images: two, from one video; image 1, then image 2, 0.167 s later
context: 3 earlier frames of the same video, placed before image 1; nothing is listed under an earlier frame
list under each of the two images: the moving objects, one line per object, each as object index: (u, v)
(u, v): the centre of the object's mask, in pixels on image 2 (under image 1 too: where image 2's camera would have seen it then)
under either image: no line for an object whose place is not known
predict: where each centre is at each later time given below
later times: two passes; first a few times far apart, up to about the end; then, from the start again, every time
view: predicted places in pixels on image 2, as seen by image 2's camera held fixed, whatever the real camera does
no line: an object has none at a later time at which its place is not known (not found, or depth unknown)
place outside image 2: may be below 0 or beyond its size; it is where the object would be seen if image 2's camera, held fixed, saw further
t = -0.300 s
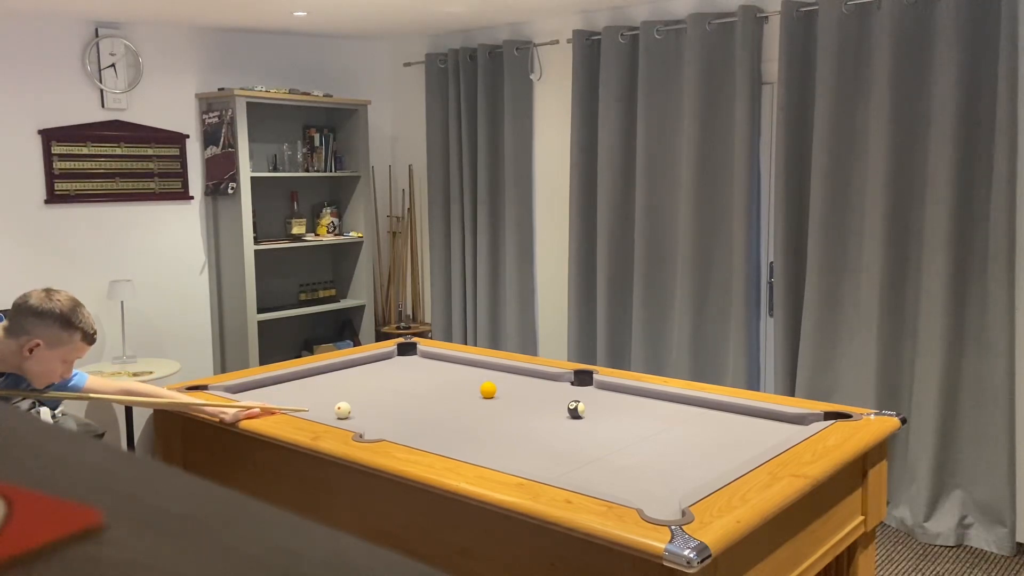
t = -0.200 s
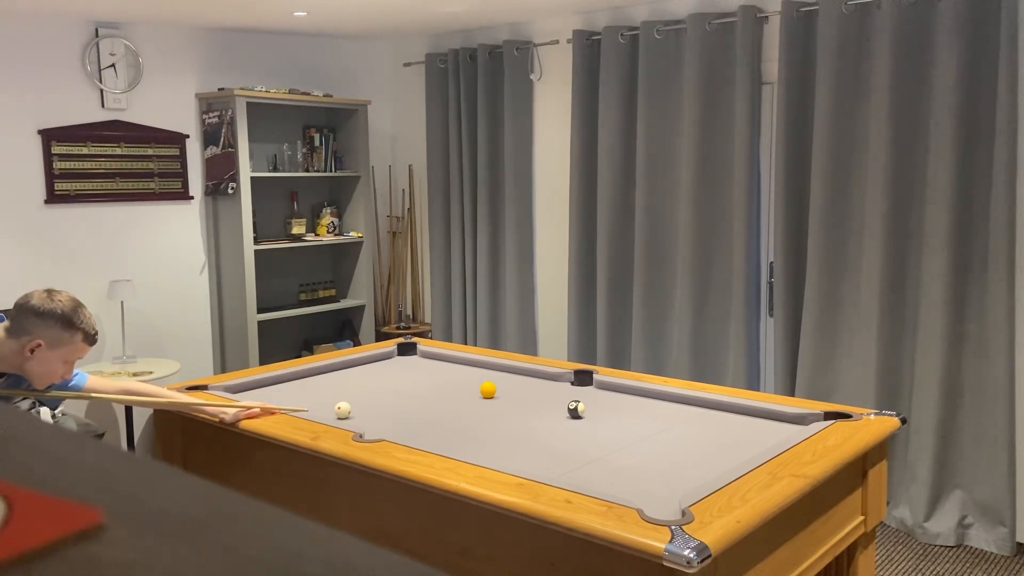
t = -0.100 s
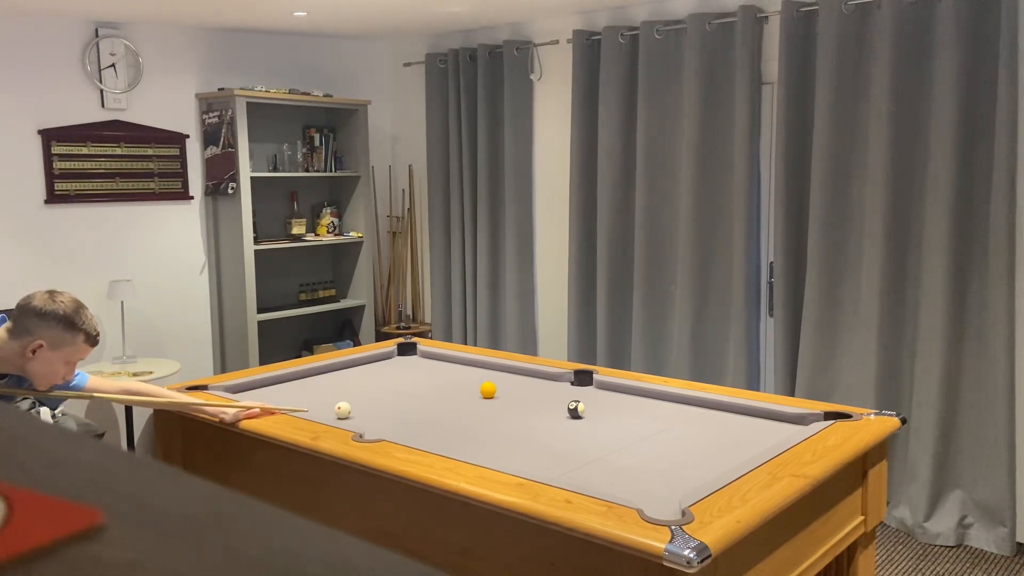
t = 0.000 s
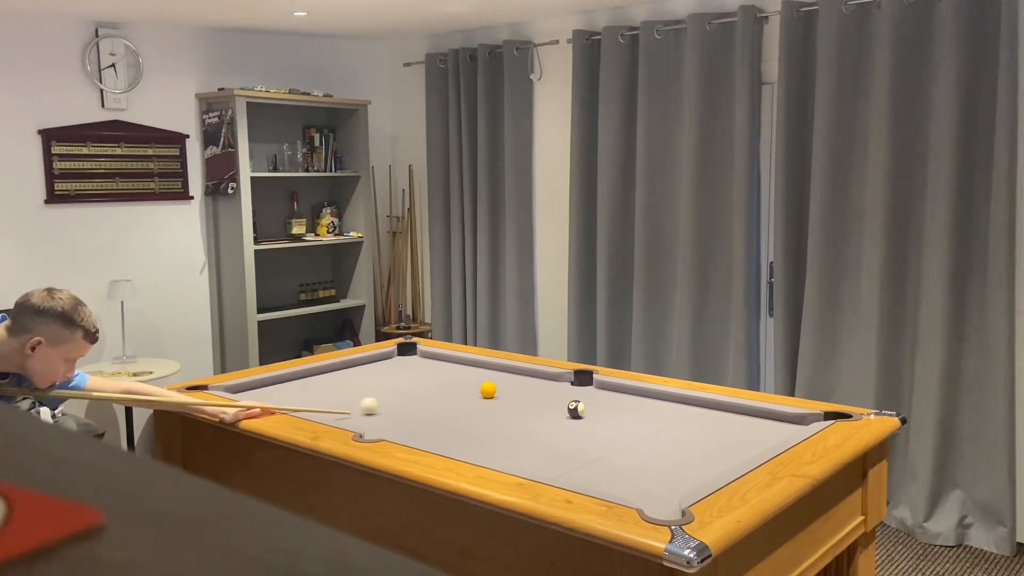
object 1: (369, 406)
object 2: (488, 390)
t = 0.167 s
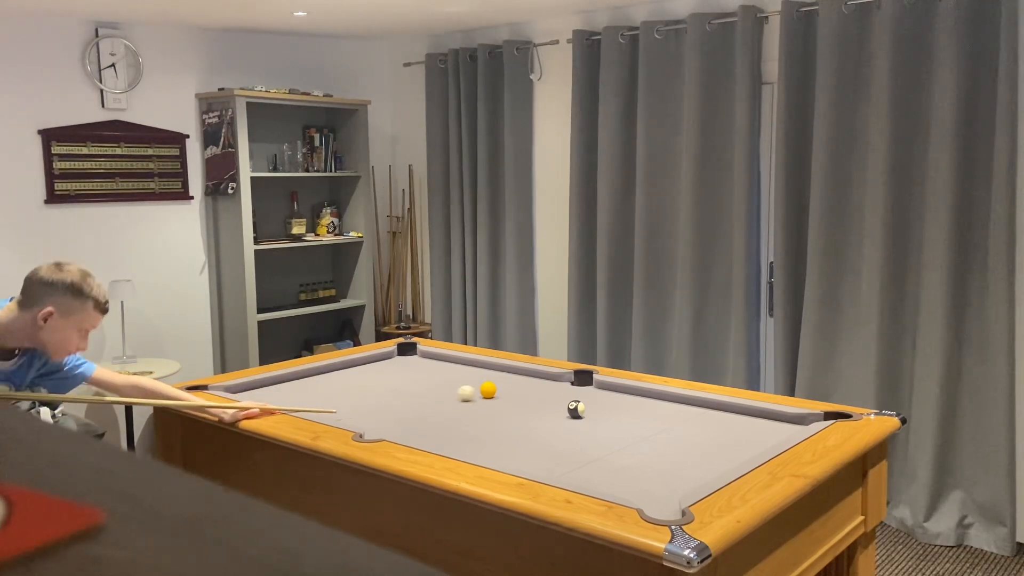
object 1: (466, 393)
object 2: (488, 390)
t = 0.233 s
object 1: (473, 393)
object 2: (507, 387)
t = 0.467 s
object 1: (474, 395)
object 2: (568, 377)
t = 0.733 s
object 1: (475, 396)
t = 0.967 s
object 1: (476, 396)
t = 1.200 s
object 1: (476, 396)
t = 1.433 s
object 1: (476, 396)
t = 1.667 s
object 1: (476, 396)
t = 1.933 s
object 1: (476, 396)
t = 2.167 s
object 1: (476, 396)
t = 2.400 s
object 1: (476, 396)
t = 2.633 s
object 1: (476, 396)
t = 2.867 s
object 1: (476, 396)
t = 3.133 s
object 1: (476, 396)
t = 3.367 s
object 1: (476, 396)
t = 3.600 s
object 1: (476, 396)
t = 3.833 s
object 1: (476, 396)
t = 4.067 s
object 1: (476, 396)
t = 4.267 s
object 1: (476, 396)
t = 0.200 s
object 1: (473, 393)
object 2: (495, 388)
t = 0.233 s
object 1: (473, 393)
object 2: (507, 387)
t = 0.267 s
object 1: (473, 393)
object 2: (517, 385)
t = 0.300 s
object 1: (473, 394)
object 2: (527, 384)
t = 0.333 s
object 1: (473, 394)
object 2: (536, 382)
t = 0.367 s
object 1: (474, 394)
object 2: (545, 381)
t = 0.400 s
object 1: (473, 394)
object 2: (552, 380)
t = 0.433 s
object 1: (473, 394)
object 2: (560, 379)
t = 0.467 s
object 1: (474, 395)
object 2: (568, 377)
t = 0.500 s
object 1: (474, 395)
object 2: (575, 377)
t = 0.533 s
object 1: (474, 395)
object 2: (583, 380)
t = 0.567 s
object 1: (474, 395)
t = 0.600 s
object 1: (474, 395)
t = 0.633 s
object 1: (474, 395)
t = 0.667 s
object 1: (474, 395)
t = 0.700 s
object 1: (475, 396)
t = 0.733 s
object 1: (475, 396)
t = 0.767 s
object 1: (475, 396)
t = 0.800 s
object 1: (475, 396)
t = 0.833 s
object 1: (475, 396)
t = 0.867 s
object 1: (475, 396)
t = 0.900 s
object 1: (476, 396)
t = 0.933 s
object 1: (476, 396)
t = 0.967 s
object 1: (476, 396)
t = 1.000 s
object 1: (476, 396)
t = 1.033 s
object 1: (476, 396)
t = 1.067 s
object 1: (476, 396)
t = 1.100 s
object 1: (476, 396)
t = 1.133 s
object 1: (476, 396)
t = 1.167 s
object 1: (476, 396)
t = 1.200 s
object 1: (476, 396)
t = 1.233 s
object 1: (476, 396)
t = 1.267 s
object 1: (476, 396)
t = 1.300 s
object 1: (476, 396)
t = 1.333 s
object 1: (476, 396)
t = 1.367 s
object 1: (476, 396)
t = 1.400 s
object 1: (476, 396)
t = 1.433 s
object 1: (476, 396)
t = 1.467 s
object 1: (476, 396)
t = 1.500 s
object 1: (476, 396)
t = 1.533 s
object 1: (476, 396)
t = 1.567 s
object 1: (476, 396)
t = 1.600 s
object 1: (476, 396)
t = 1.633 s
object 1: (476, 396)
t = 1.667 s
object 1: (476, 396)
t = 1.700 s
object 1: (476, 396)
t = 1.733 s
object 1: (476, 396)
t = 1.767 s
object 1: (476, 396)
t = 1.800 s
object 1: (476, 396)
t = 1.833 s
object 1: (476, 396)
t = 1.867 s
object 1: (476, 396)
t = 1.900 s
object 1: (476, 396)
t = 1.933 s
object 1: (476, 396)
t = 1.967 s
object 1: (476, 396)
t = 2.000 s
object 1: (476, 396)
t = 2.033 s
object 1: (476, 396)
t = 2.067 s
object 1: (476, 396)
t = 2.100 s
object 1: (476, 396)
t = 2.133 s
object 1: (476, 396)
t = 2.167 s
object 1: (476, 396)
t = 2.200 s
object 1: (476, 396)
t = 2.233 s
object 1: (476, 396)
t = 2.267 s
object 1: (476, 396)
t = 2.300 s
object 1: (476, 396)
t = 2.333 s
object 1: (476, 396)
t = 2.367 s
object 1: (476, 396)
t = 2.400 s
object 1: (476, 396)
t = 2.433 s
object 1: (476, 396)
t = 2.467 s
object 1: (476, 396)
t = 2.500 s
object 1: (476, 396)
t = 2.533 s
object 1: (476, 396)
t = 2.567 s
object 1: (476, 396)
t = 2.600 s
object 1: (476, 396)
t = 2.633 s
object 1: (476, 396)
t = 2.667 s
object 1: (476, 396)
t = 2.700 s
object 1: (476, 396)
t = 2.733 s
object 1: (476, 396)
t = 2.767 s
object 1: (476, 396)
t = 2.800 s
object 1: (476, 396)
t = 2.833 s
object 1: (476, 396)
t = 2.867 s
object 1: (476, 396)
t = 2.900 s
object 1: (476, 396)
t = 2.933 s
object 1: (476, 396)
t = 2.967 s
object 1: (476, 396)
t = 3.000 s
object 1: (476, 396)
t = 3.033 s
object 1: (476, 396)
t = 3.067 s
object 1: (476, 396)
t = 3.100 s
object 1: (476, 396)
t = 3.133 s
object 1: (476, 396)
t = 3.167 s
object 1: (476, 396)
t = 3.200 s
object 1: (476, 396)
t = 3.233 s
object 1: (476, 396)
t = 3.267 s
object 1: (476, 396)
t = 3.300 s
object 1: (476, 396)
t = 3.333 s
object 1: (476, 396)
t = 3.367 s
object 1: (476, 396)
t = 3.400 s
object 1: (476, 396)
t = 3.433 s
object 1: (476, 396)
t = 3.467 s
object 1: (476, 396)
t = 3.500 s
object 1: (476, 396)
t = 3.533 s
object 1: (476, 396)
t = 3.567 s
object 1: (476, 396)
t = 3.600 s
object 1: (476, 396)
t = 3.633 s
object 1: (476, 396)
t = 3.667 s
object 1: (476, 396)
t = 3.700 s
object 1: (476, 396)
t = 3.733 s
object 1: (476, 396)
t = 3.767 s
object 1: (476, 396)
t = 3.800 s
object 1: (476, 396)
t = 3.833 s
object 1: (476, 396)
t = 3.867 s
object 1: (476, 396)
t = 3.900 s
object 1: (476, 396)
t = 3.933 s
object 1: (476, 396)
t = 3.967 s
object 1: (476, 396)
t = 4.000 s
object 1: (476, 396)
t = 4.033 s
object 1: (476, 396)
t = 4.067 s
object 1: (476, 396)
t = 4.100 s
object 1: (476, 396)
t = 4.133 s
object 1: (476, 396)
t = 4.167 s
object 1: (476, 396)
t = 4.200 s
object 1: (476, 396)
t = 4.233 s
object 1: (476, 396)
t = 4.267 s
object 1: (476, 396)
